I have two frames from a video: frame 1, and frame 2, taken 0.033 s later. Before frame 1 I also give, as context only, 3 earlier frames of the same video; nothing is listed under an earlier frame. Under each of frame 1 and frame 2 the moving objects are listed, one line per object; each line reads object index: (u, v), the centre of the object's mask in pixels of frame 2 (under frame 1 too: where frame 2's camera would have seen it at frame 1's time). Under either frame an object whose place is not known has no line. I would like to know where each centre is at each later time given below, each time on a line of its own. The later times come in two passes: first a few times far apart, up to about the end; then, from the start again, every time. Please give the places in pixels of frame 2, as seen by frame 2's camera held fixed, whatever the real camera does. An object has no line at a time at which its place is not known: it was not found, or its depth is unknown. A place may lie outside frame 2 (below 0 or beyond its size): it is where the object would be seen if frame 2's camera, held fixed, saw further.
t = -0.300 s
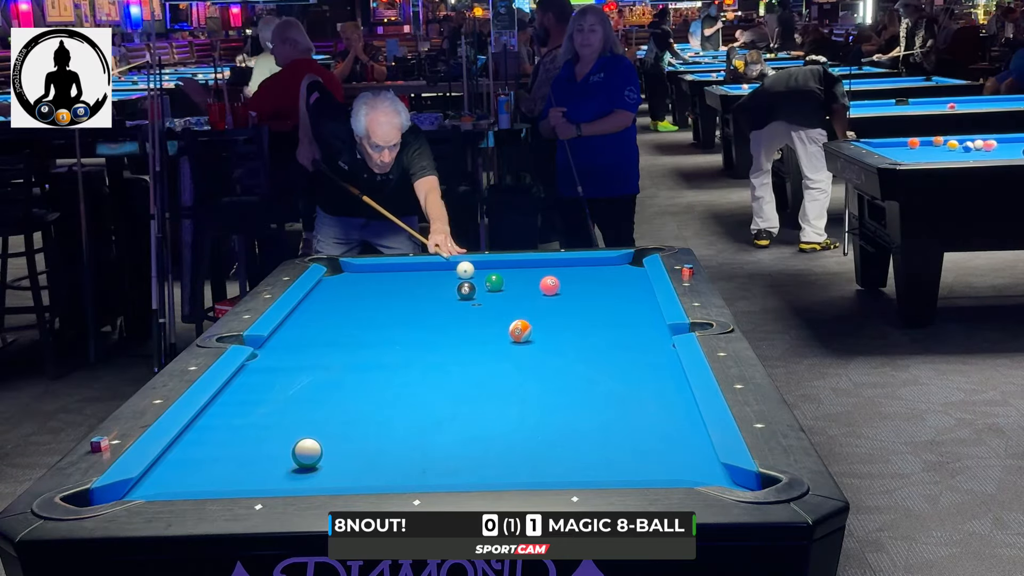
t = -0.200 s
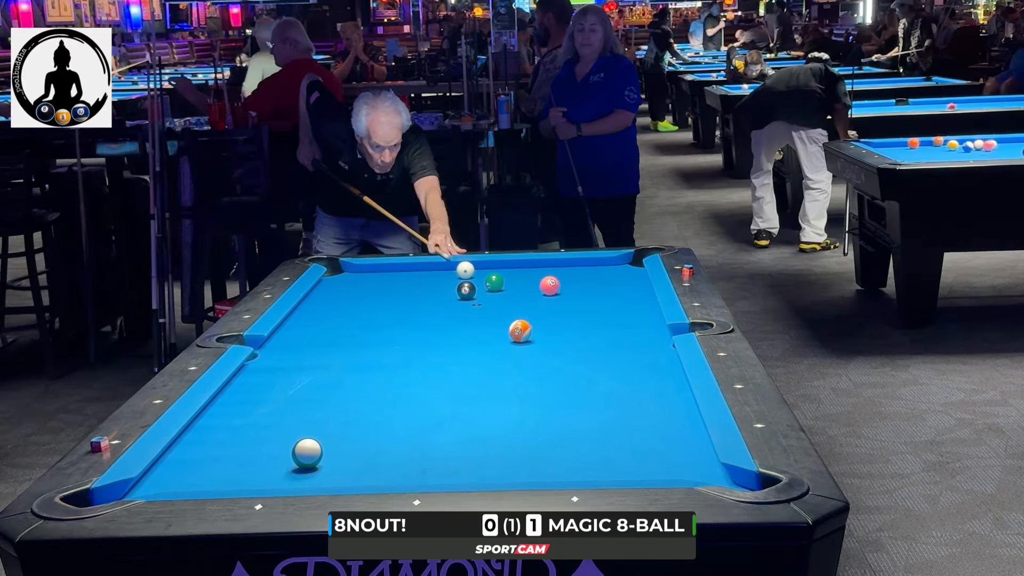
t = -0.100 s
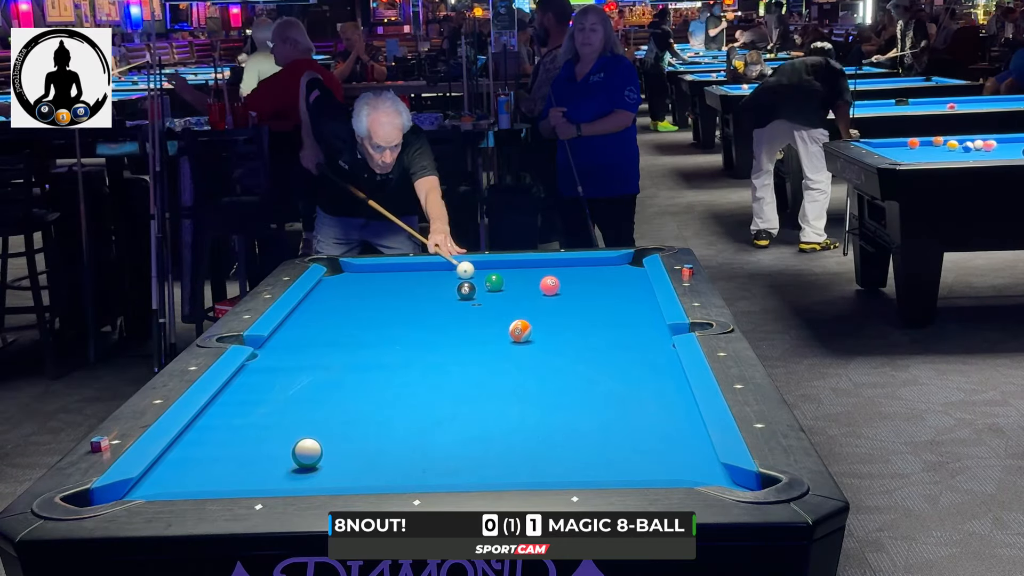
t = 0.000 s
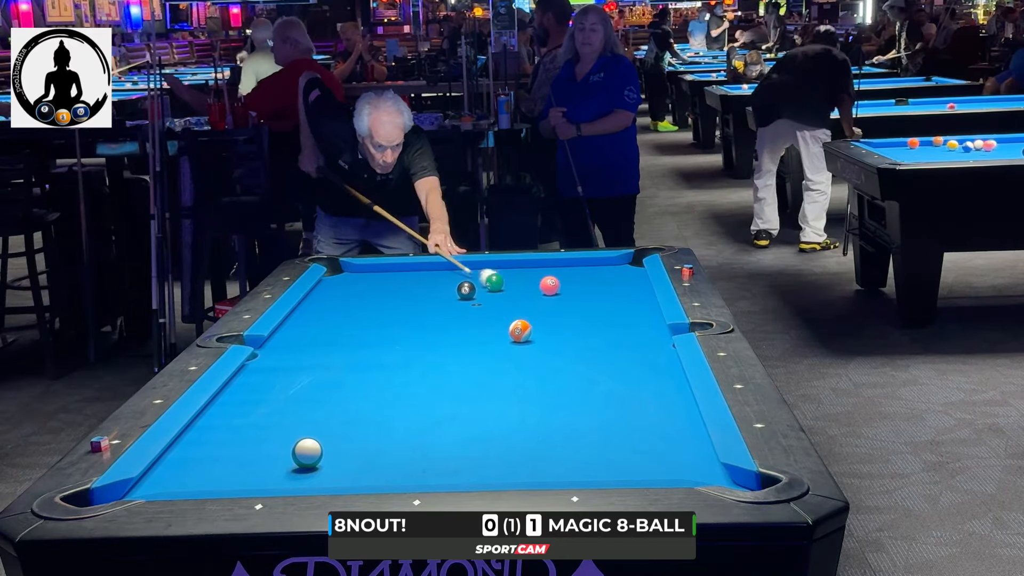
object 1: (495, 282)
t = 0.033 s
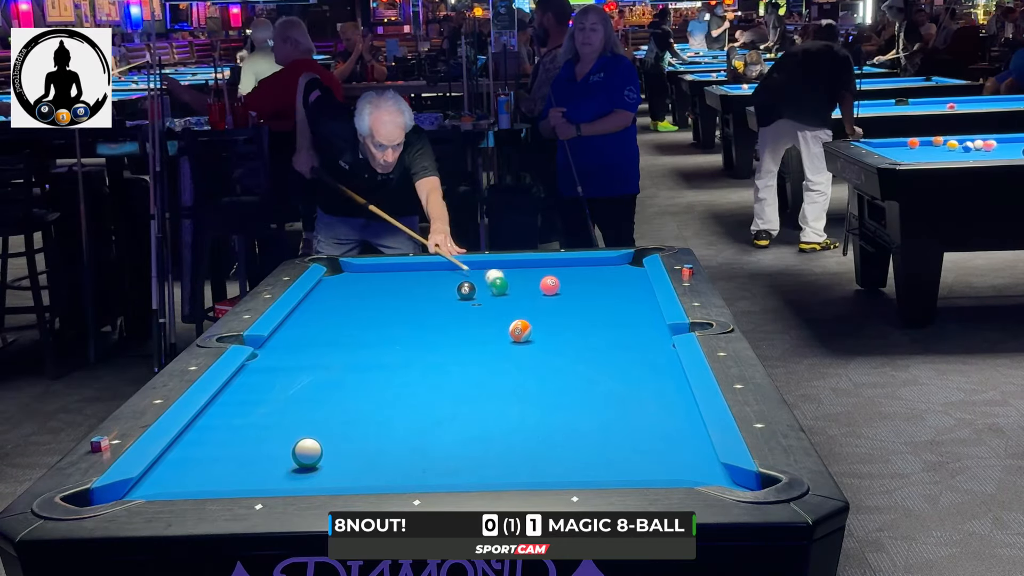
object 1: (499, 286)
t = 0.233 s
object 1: (523, 309)
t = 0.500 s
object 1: (559, 343)
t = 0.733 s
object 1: (597, 379)
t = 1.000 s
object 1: (652, 429)
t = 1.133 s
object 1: (686, 461)
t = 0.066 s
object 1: (503, 290)
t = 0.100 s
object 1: (507, 294)
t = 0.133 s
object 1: (511, 299)
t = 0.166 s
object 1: (515, 302)
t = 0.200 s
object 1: (519, 306)
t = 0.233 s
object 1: (523, 309)
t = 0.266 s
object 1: (527, 312)
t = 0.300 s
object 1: (532, 316)
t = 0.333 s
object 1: (537, 320)
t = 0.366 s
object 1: (541, 325)
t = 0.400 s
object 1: (545, 330)
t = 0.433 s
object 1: (549, 334)
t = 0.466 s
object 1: (554, 338)
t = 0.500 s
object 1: (559, 343)
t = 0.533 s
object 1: (564, 347)
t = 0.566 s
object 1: (569, 352)
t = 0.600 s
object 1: (574, 357)
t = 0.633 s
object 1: (579, 362)
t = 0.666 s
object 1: (585, 367)
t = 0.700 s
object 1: (591, 373)
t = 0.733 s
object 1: (597, 379)
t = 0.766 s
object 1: (603, 384)
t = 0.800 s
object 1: (609, 390)
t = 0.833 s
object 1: (616, 396)
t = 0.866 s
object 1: (623, 402)
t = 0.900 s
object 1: (629, 409)
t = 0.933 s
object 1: (637, 415)
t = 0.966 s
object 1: (644, 422)
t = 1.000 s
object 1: (652, 429)
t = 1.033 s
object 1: (660, 437)
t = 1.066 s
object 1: (668, 444)
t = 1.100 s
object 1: (677, 452)
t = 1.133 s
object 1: (686, 461)
